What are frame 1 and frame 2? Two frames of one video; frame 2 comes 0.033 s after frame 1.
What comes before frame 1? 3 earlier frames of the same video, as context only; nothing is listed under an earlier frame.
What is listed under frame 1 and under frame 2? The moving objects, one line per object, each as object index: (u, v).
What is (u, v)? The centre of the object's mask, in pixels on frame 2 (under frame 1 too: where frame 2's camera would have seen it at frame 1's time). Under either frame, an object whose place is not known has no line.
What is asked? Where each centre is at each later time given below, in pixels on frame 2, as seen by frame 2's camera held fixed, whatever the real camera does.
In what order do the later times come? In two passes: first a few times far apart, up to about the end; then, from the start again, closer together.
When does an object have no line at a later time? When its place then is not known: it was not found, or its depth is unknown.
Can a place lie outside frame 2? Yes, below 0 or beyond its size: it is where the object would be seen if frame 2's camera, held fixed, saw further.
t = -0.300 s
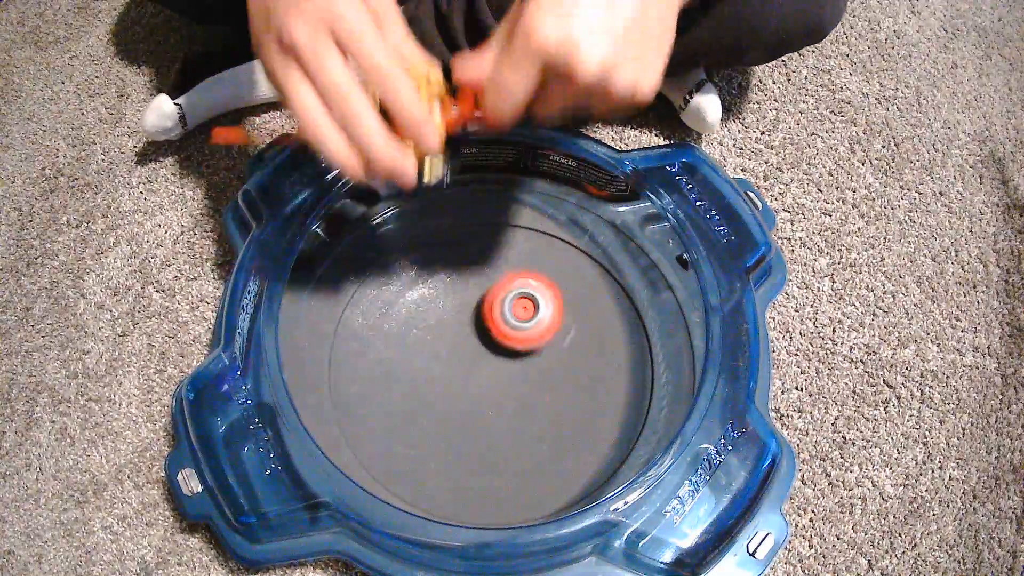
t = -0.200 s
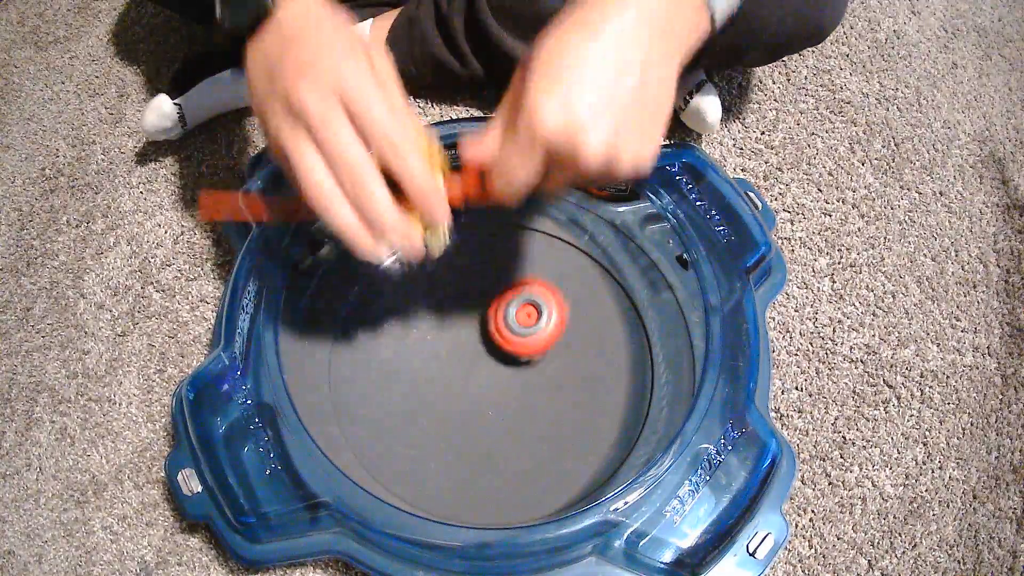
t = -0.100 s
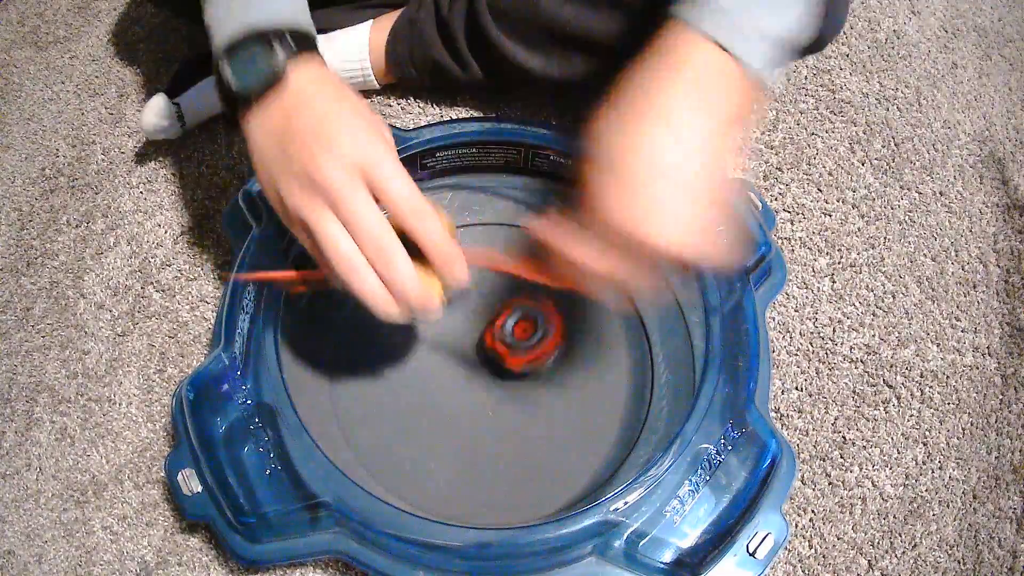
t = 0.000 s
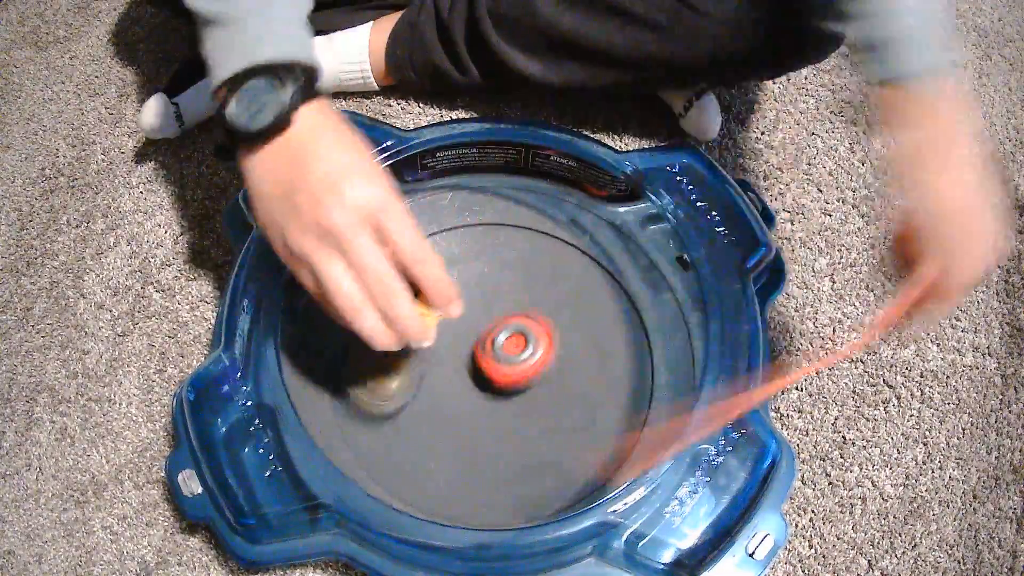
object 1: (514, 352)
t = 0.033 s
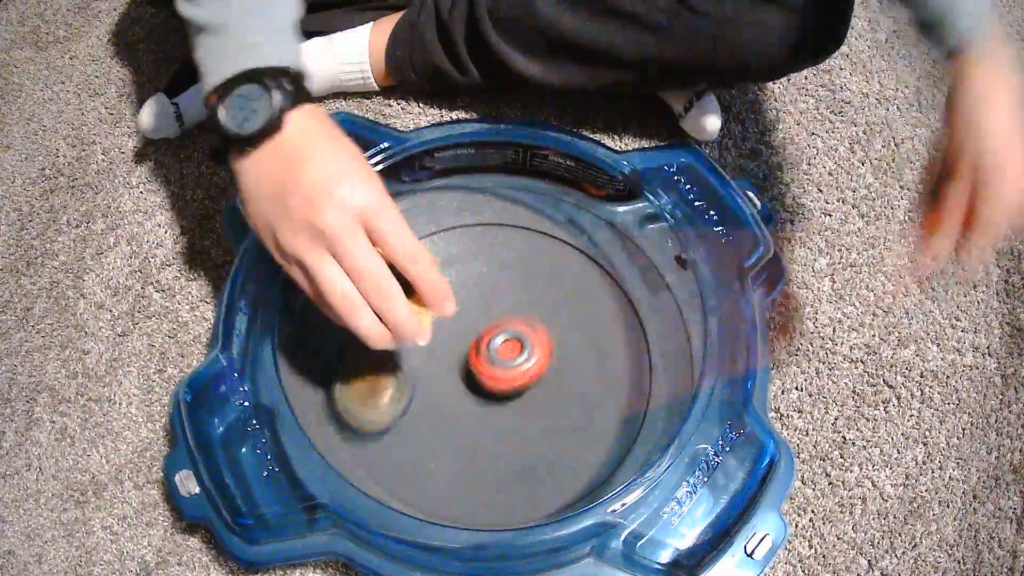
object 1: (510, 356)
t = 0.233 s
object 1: (466, 383)
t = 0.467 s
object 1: (449, 330)
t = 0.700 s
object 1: (455, 284)
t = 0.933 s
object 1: (486, 296)
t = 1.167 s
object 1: (506, 342)
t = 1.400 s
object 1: (474, 356)
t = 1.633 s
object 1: (447, 250)
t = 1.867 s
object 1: (431, 255)
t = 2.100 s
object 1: (426, 331)
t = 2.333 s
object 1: (434, 418)
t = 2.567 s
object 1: (486, 456)
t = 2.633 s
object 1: (494, 454)
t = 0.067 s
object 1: (503, 362)
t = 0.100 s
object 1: (495, 367)
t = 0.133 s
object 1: (488, 371)
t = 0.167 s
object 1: (481, 376)
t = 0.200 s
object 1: (473, 380)
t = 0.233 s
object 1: (466, 383)
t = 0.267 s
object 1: (459, 386)
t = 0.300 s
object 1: (454, 385)
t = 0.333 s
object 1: (452, 375)
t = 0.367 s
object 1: (452, 363)
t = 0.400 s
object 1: (452, 351)
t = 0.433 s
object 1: (450, 340)
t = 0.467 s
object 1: (449, 330)
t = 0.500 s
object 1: (448, 322)
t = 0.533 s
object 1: (447, 314)
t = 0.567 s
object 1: (448, 306)
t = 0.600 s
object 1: (448, 300)
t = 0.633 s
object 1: (449, 294)
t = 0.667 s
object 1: (451, 289)
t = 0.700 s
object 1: (455, 284)
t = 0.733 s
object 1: (459, 284)
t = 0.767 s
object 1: (463, 283)
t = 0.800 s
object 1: (467, 284)
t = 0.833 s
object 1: (473, 286)
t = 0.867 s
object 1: (477, 287)
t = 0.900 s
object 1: (481, 290)
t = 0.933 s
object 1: (486, 296)
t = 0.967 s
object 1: (489, 301)
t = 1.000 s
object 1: (493, 308)
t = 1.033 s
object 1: (497, 315)
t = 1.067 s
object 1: (501, 324)
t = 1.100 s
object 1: (505, 334)
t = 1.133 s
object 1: (509, 342)
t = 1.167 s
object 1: (506, 342)
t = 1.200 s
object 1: (502, 339)
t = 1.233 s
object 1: (497, 337)
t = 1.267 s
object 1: (492, 339)
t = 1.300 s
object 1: (488, 342)
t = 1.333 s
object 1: (483, 347)
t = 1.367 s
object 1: (479, 351)
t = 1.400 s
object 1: (474, 356)
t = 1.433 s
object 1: (469, 360)
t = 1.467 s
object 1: (465, 347)
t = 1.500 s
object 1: (461, 320)
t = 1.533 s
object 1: (457, 298)
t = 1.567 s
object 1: (455, 277)
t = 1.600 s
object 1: (450, 261)
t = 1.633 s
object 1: (447, 250)
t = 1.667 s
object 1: (443, 241)
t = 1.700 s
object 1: (439, 236)
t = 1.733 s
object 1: (436, 233)
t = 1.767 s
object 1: (434, 235)
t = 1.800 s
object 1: (433, 241)
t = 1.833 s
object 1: (432, 247)
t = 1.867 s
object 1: (431, 255)
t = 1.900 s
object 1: (432, 263)
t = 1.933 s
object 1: (433, 273)
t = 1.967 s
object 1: (434, 283)
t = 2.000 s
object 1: (435, 295)
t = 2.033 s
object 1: (437, 308)
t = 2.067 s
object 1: (431, 319)
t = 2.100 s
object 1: (426, 331)
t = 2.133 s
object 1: (425, 343)
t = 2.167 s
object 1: (425, 356)
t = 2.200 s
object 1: (423, 369)
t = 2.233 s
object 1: (424, 381)
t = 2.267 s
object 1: (427, 394)
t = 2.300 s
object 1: (430, 406)
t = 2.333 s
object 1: (434, 418)
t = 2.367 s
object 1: (439, 427)
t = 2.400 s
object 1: (444, 435)
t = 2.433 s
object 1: (450, 442)
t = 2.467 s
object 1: (457, 448)
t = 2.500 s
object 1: (463, 453)
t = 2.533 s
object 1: (471, 455)
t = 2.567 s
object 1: (486, 456)
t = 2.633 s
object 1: (494, 454)
